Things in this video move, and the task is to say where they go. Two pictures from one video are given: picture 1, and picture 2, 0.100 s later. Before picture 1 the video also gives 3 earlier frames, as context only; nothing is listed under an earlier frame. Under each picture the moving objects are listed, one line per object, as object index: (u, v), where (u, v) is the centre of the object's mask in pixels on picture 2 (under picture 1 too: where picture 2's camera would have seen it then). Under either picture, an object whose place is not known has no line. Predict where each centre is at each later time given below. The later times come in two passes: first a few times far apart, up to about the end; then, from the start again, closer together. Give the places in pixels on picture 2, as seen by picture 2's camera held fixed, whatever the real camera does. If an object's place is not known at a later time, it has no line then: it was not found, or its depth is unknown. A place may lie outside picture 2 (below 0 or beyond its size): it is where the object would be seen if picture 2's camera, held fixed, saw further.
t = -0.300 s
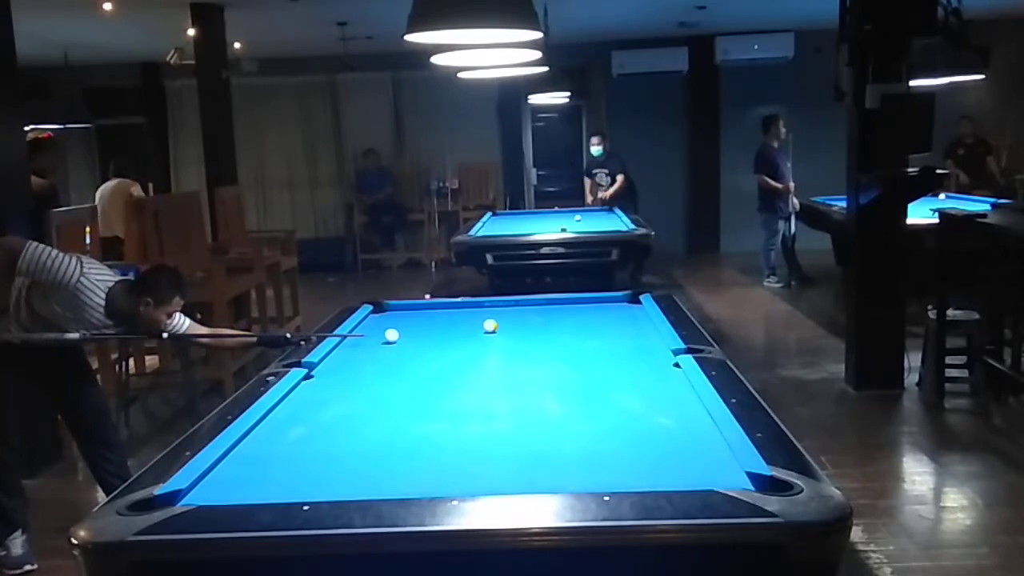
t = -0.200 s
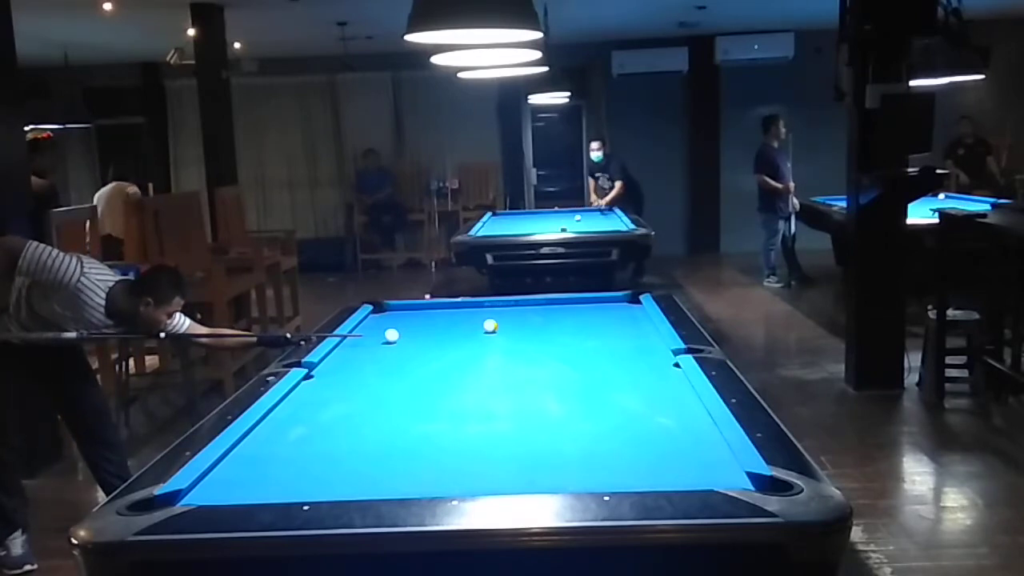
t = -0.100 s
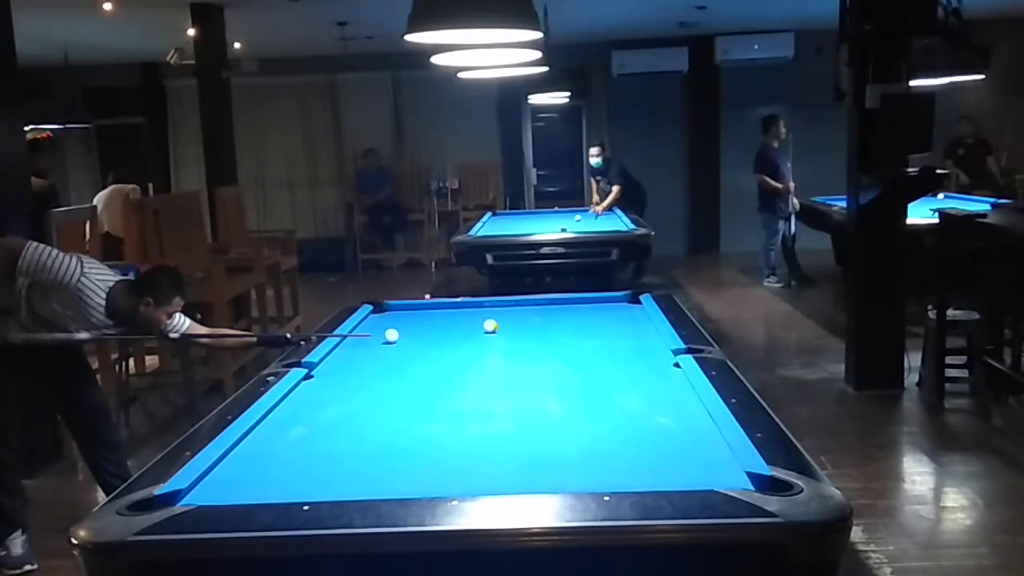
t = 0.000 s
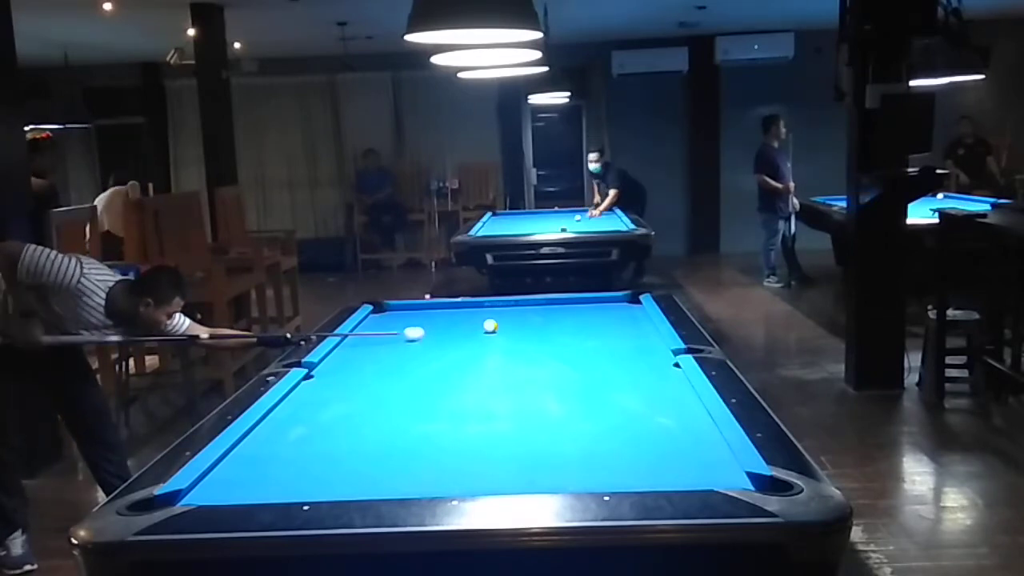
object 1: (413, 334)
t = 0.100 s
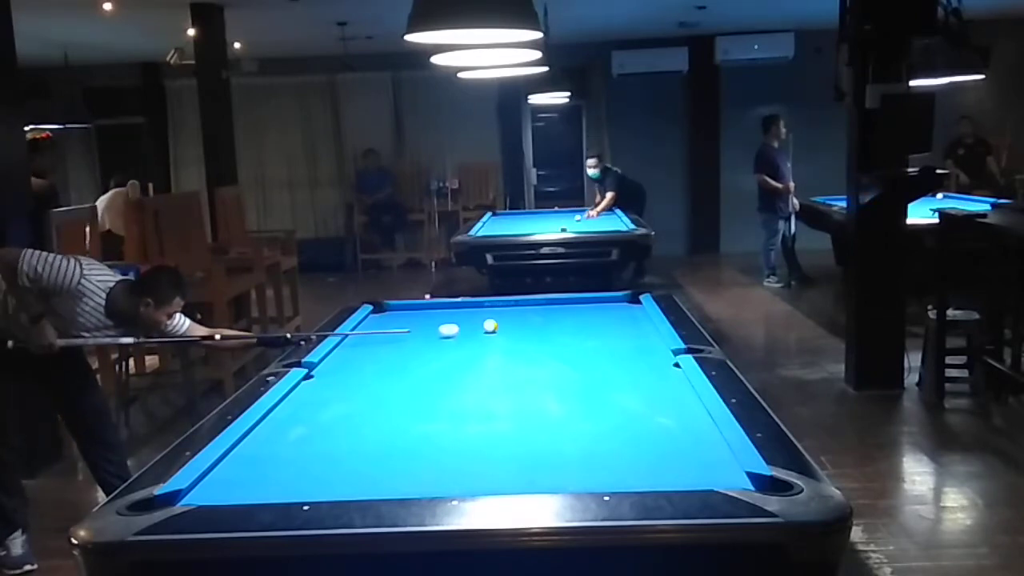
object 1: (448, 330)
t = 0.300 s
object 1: (493, 329)
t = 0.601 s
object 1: (541, 331)
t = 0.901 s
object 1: (588, 333)
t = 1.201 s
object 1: (636, 334)
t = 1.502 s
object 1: (639, 336)
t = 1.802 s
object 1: (617, 339)
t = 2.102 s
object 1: (597, 341)
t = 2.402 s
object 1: (579, 343)
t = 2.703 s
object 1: (563, 345)
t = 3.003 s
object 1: (548, 346)
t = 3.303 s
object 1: (535, 348)
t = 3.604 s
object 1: (523, 349)
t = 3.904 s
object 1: (514, 350)
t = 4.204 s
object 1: (506, 351)
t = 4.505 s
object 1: (500, 352)
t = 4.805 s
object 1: (496, 353)
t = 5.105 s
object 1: (494, 353)
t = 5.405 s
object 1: (494, 353)
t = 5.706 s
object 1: (494, 353)
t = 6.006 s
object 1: (494, 353)
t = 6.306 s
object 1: (494, 353)
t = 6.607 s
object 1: (494, 353)
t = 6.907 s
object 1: (494, 353)
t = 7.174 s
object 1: (494, 353)
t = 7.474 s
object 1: (494, 353)
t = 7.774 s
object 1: (494, 353)
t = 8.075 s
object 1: (494, 353)
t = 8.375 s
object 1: (494, 353)
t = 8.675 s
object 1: (494, 353)
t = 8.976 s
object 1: (494, 353)
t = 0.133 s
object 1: (460, 330)
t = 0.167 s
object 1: (471, 328)
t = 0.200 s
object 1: (479, 328)
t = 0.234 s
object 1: (484, 328)
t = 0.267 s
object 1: (488, 328)
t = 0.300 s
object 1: (493, 329)
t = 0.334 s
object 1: (498, 329)
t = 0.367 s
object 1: (503, 329)
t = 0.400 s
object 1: (509, 330)
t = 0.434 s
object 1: (514, 330)
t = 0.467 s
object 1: (519, 330)
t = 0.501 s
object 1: (525, 330)
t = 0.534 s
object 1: (530, 330)
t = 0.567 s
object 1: (535, 330)
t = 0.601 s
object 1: (541, 331)
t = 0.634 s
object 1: (546, 331)
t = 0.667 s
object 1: (551, 331)
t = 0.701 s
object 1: (556, 331)
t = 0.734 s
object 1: (562, 331)
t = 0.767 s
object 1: (567, 332)
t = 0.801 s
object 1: (572, 332)
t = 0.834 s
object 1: (578, 332)
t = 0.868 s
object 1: (583, 332)
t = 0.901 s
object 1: (588, 333)
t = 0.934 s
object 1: (594, 333)
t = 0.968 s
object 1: (599, 333)
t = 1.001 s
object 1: (604, 333)
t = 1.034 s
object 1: (610, 333)
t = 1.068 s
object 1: (615, 333)
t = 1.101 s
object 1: (620, 334)
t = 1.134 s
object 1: (625, 334)
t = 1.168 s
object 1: (630, 334)
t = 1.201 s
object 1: (636, 334)
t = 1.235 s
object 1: (641, 334)
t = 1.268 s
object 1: (646, 335)
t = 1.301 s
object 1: (651, 335)
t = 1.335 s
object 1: (651, 335)
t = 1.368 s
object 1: (649, 335)
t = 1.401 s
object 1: (646, 336)
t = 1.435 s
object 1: (644, 336)
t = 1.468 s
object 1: (641, 336)
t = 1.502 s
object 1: (639, 336)
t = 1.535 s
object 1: (636, 337)
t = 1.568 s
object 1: (634, 337)
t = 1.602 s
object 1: (631, 337)
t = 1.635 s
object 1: (629, 337)
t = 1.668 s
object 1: (626, 338)
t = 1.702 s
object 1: (624, 338)
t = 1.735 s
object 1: (622, 338)
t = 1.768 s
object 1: (619, 338)
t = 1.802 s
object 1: (617, 339)
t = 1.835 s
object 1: (614, 339)
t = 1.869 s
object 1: (612, 339)
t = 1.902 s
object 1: (610, 339)
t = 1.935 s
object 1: (608, 340)
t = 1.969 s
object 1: (606, 340)
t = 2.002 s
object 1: (603, 340)
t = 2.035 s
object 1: (601, 340)
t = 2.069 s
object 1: (599, 341)
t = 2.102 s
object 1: (597, 341)
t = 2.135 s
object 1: (595, 341)
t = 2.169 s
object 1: (593, 341)
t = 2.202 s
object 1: (591, 341)
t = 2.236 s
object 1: (589, 342)
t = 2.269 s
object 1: (587, 342)
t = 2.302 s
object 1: (585, 342)
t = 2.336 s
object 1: (583, 342)
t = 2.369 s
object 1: (581, 342)
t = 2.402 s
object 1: (579, 343)
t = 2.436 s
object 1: (577, 343)
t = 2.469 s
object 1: (575, 343)
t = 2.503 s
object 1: (573, 344)
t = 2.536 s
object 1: (571, 344)
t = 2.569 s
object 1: (569, 344)
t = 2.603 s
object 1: (568, 344)
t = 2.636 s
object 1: (566, 344)
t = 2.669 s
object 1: (564, 344)
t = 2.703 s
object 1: (563, 345)
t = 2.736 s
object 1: (561, 345)
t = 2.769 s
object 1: (559, 345)
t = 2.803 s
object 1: (558, 345)
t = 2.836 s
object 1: (556, 345)
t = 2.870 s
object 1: (554, 345)
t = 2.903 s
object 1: (553, 346)
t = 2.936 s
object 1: (551, 346)
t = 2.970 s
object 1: (549, 346)
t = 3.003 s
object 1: (548, 346)
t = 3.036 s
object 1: (546, 347)
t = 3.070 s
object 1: (545, 347)
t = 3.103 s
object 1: (543, 347)
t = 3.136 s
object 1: (542, 347)
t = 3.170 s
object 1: (540, 347)
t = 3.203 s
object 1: (539, 347)
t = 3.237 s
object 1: (537, 348)
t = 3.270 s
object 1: (536, 348)
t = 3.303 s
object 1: (535, 348)
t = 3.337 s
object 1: (533, 348)
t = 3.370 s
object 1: (532, 348)
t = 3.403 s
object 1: (531, 348)
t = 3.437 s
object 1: (529, 348)
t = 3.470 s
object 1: (528, 349)
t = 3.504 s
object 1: (527, 349)
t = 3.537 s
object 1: (526, 349)
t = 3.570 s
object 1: (524, 349)
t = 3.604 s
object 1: (523, 349)
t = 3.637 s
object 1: (522, 349)
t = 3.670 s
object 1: (521, 349)
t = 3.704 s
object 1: (520, 350)
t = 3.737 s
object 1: (519, 350)
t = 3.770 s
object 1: (518, 350)
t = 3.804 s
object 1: (517, 350)
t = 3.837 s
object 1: (516, 350)
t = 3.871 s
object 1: (515, 350)
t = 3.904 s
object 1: (514, 350)
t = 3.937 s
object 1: (513, 350)
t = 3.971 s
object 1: (512, 351)
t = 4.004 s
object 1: (511, 351)
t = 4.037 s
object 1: (510, 351)
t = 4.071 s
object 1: (509, 351)
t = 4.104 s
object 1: (508, 351)
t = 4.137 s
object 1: (508, 351)
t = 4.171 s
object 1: (507, 351)
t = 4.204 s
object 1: (506, 351)
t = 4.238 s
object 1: (505, 352)
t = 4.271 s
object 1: (505, 352)
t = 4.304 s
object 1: (504, 352)
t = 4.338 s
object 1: (503, 352)
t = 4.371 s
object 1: (503, 352)
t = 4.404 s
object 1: (502, 352)
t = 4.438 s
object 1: (502, 352)
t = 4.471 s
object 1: (501, 352)
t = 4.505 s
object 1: (500, 352)
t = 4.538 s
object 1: (500, 352)
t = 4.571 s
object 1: (499, 352)
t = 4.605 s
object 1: (499, 352)
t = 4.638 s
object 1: (498, 352)
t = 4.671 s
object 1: (498, 352)
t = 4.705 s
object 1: (497, 352)
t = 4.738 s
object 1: (497, 352)
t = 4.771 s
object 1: (496, 353)
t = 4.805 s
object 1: (496, 353)
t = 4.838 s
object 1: (496, 353)
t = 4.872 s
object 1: (495, 353)
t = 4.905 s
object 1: (495, 353)
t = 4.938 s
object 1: (495, 353)
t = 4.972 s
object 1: (495, 353)
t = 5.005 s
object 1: (494, 353)
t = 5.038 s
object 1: (494, 353)
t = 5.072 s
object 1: (494, 353)
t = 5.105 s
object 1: (494, 353)
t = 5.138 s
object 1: (494, 353)
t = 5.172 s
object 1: (494, 353)
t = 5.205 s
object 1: (494, 353)
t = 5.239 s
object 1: (494, 353)
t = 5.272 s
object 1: (494, 353)
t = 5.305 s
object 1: (494, 353)
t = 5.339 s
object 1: (494, 353)
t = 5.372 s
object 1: (494, 353)
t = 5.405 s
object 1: (494, 353)
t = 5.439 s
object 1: (494, 353)
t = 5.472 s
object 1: (494, 353)
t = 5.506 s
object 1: (494, 353)
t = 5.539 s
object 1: (494, 353)
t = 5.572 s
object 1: (494, 353)
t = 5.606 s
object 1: (494, 353)
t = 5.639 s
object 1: (494, 353)
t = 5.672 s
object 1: (494, 353)
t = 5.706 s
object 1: (494, 353)
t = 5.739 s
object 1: (494, 353)
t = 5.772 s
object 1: (494, 353)
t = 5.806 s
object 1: (494, 353)
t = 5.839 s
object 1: (494, 353)
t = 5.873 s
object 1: (494, 353)
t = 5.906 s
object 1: (494, 353)
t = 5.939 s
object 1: (494, 353)
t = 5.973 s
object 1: (494, 353)
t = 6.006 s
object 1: (494, 353)
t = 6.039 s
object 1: (494, 353)
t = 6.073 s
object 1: (494, 353)
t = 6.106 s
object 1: (494, 353)
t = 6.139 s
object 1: (494, 353)
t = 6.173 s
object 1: (494, 353)
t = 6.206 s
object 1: (494, 353)
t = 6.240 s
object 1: (494, 353)
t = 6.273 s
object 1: (494, 353)
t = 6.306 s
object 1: (494, 353)
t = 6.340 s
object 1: (494, 353)
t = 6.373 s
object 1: (494, 353)
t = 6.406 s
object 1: (494, 353)
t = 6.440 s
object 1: (494, 353)
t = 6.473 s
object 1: (494, 353)
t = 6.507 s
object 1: (494, 353)
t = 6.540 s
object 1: (494, 353)
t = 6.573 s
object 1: (494, 353)
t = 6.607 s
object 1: (494, 353)
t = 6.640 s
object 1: (494, 353)
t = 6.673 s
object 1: (494, 353)
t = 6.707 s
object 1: (494, 353)
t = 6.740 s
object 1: (494, 353)
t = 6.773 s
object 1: (494, 353)
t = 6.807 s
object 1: (494, 353)
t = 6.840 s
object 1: (494, 353)
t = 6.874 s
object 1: (494, 353)
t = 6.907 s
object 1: (494, 353)
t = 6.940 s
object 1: (494, 353)
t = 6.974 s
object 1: (494, 353)
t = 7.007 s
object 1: (494, 353)
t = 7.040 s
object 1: (494, 353)
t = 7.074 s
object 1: (494, 353)
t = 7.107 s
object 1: (494, 353)
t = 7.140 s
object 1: (494, 353)
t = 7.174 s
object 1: (494, 353)
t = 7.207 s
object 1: (494, 353)
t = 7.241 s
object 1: (494, 353)
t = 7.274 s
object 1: (494, 353)
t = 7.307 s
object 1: (494, 353)
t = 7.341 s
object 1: (494, 353)
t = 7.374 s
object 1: (494, 353)
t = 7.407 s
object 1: (494, 353)
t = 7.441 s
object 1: (494, 353)
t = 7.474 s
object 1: (494, 353)
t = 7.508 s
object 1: (494, 353)
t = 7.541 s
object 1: (494, 353)
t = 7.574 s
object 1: (494, 353)
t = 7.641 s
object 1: (494, 353)
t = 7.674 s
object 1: (494, 353)
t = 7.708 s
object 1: (494, 353)
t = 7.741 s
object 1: (494, 353)
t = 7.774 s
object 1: (494, 353)
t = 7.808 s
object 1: (494, 353)
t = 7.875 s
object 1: (494, 353)
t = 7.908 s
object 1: (494, 353)
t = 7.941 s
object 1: (494, 353)
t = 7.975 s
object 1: (494, 353)
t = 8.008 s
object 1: (494, 353)
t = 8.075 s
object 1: (494, 353)
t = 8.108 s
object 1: (494, 353)
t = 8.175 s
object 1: (494, 353)
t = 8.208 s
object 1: (494, 353)
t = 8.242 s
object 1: (494, 353)
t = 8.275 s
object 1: (494, 353)
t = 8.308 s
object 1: (494, 353)
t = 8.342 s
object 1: (494, 354)
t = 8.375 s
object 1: (494, 353)
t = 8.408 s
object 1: (494, 354)
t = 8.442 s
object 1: (494, 353)
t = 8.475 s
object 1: (494, 353)
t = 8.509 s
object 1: (494, 353)
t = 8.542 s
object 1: (494, 353)
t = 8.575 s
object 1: (494, 353)
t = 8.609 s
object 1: (494, 353)
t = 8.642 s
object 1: (494, 353)
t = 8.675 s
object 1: (494, 353)
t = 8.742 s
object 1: (494, 353)
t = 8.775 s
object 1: (494, 353)
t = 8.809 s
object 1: (494, 353)
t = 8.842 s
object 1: (494, 353)
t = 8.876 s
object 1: (494, 353)
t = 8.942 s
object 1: (494, 353)
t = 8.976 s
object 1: (494, 353)
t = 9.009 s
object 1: (494, 353)
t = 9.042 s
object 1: (494, 353)
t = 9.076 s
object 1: (494, 353)
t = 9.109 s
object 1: (494, 353)
